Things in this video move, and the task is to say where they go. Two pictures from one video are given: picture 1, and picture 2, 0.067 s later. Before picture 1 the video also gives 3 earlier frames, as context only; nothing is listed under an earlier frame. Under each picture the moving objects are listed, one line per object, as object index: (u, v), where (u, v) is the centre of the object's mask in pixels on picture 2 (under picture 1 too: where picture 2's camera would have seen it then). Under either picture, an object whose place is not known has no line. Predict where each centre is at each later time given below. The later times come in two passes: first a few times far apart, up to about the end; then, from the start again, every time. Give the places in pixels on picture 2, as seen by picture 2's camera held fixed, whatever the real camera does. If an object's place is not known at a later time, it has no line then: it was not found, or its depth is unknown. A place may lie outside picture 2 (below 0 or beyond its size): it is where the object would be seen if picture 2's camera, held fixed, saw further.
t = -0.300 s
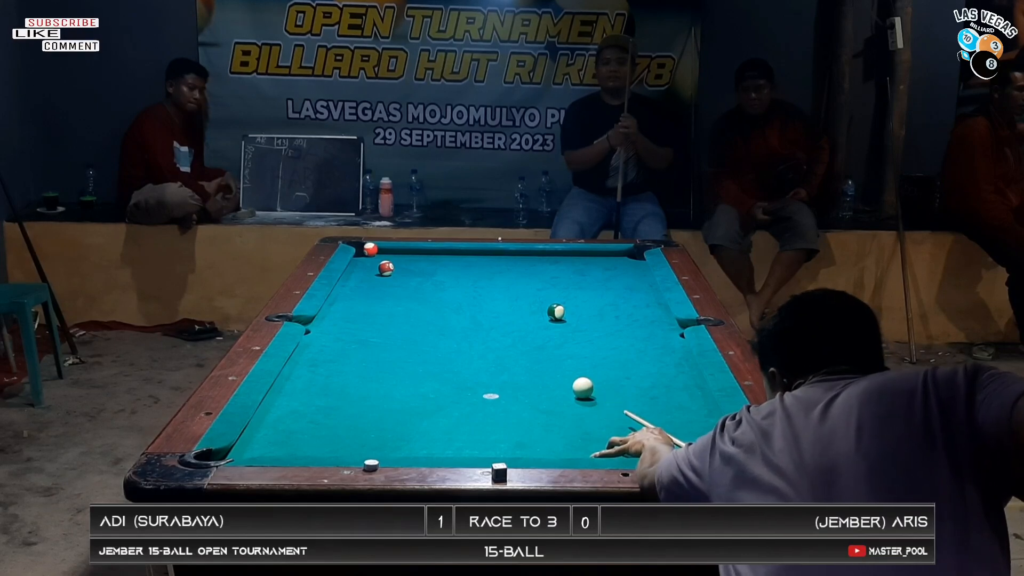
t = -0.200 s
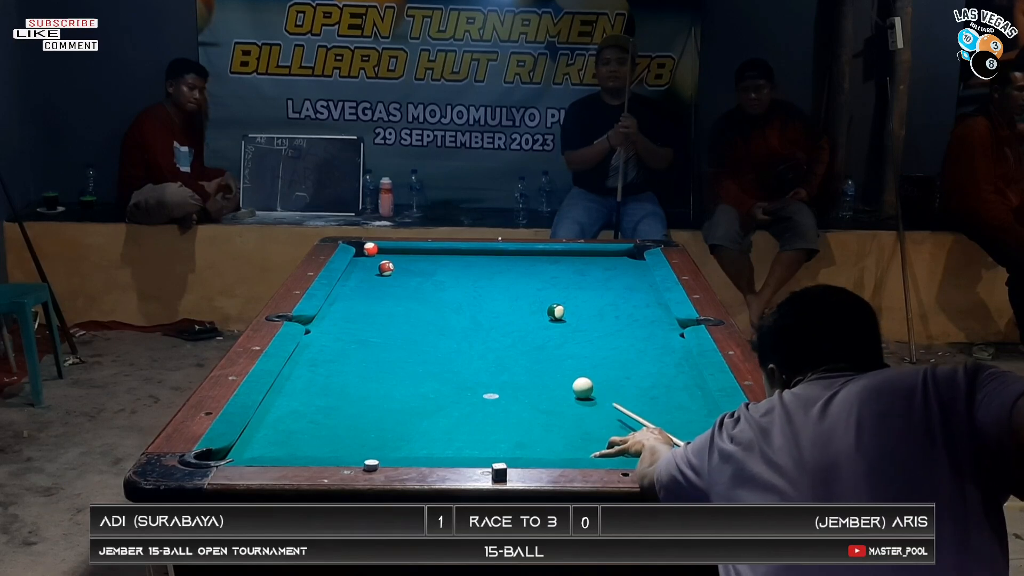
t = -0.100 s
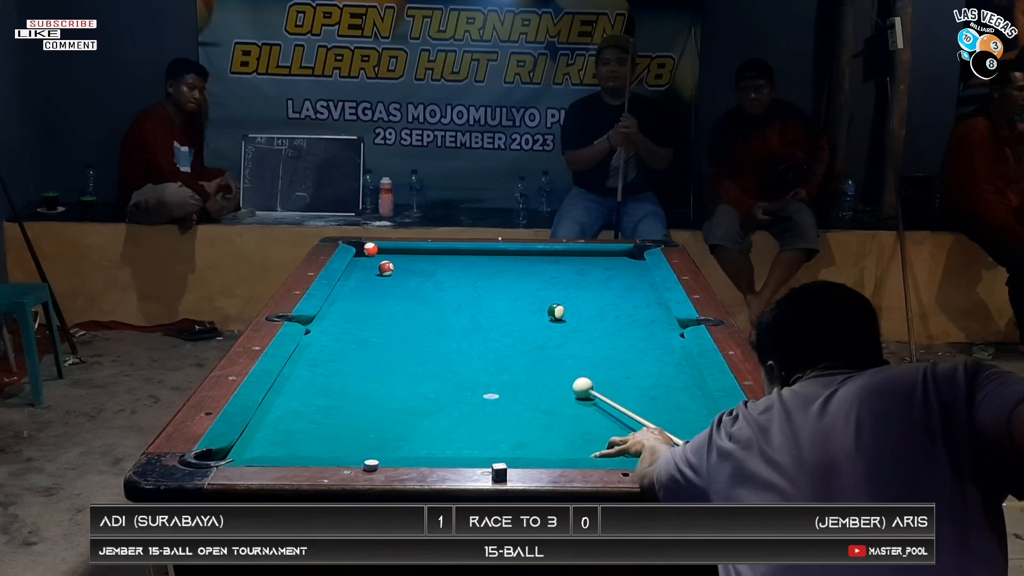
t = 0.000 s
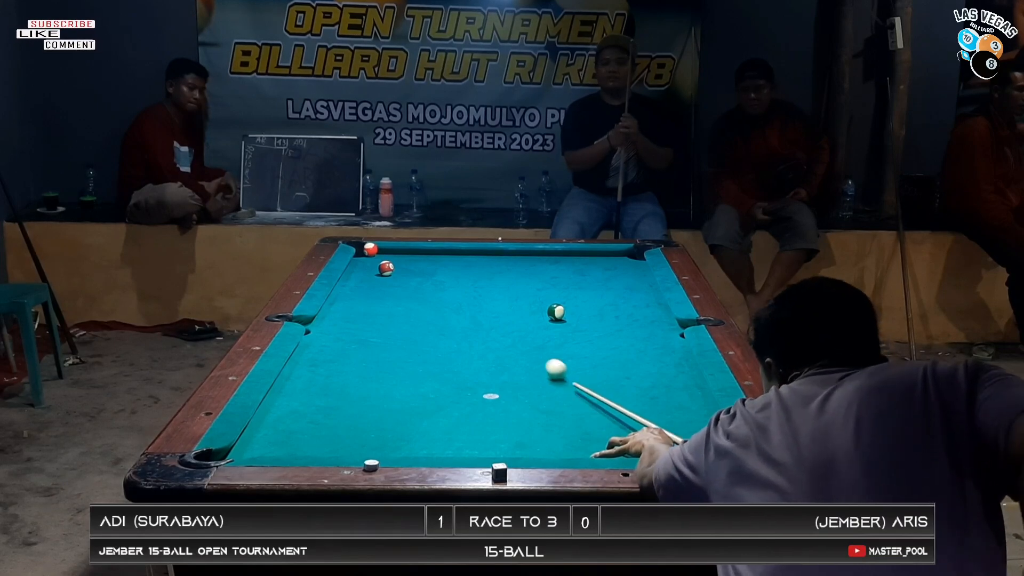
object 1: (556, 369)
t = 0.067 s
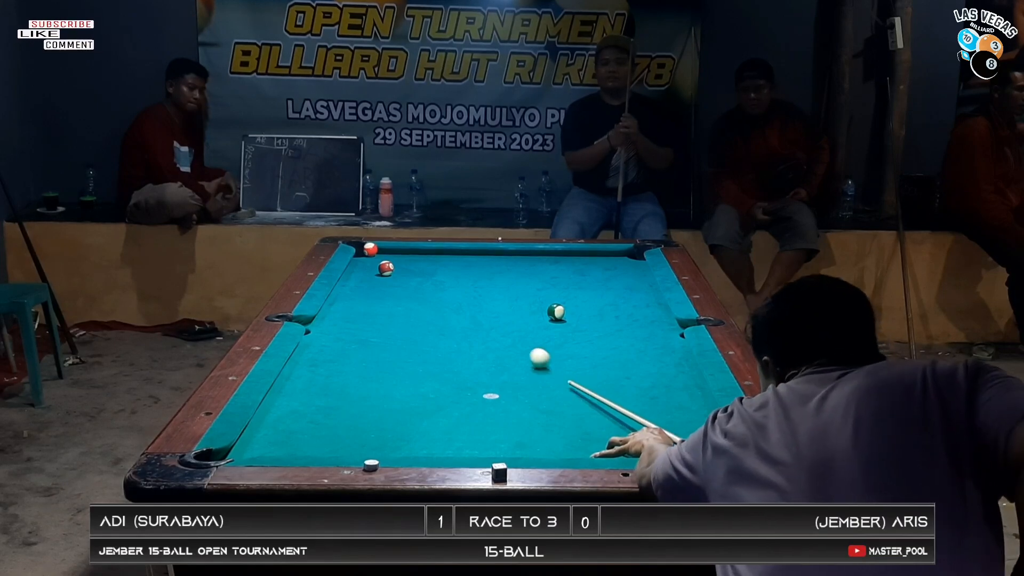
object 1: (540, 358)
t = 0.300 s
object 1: (492, 326)
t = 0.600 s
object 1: (444, 294)
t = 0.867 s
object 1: (411, 270)
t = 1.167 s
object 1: (385, 250)
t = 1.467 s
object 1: (392, 257)
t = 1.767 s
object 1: (397, 266)
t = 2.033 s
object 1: (409, 269)
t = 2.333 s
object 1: (422, 273)
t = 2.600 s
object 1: (432, 276)
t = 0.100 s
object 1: (532, 353)
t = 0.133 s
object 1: (525, 348)
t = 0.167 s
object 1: (518, 344)
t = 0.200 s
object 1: (511, 339)
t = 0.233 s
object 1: (505, 335)
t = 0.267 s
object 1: (498, 330)
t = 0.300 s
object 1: (492, 326)
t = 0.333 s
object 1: (486, 322)
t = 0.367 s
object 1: (480, 318)
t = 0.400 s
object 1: (475, 314)
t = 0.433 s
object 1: (469, 311)
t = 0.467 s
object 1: (464, 307)
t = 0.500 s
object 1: (459, 303)
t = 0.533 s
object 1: (454, 300)
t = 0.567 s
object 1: (449, 297)
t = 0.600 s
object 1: (444, 294)
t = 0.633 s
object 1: (440, 291)
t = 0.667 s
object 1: (435, 287)
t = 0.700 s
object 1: (431, 284)
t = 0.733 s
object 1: (427, 282)
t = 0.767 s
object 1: (422, 279)
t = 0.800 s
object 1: (419, 276)
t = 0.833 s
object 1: (415, 273)
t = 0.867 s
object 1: (411, 270)
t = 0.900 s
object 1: (407, 268)
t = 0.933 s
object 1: (403, 265)
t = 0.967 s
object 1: (400, 263)
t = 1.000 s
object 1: (397, 260)
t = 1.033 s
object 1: (393, 257)
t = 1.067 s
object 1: (390, 255)
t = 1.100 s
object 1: (386, 253)
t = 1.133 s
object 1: (383, 251)
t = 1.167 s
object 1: (385, 250)
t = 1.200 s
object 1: (387, 251)
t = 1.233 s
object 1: (388, 252)
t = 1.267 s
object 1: (388, 253)
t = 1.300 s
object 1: (389, 254)
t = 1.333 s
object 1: (389, 254)
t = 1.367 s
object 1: (390, 255)
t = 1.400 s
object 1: (391, 256)
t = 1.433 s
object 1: (391, 257)
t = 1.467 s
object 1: (392, 257)
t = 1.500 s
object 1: (392, 258)
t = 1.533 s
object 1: (393, 259)
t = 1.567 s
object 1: (394, 260)
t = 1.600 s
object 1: (394, 261)
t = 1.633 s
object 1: (395, 262)
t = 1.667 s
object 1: (395, 262)
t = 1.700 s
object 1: (396, 263)
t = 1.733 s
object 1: (396, 265)
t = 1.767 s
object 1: (397, 266)
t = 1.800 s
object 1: (398, 266)
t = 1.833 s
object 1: (399, 267)
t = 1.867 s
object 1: (401, 267)
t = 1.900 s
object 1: (403, 268)
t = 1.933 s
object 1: (405, 268)
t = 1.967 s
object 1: (406, 269)
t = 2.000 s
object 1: (408, 269)
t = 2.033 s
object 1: (409, 269)
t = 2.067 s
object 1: (411, 270)
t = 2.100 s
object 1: (413, 270)
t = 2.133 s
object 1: (414, 271)
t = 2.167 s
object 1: (415, 271)
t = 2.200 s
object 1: (417, 271)
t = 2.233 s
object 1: (418, 272)
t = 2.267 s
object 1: (420, 272)
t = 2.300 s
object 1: (421, 272)
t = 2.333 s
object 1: (422, 273)
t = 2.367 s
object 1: (424, 273)
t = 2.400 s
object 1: (425, 273)
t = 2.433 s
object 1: (426, 274)
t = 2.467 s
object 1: (427, 274)
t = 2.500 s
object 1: (429, 275)
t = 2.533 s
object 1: (430, 275)
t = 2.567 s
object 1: (431, 275)
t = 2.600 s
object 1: (432, 276)
